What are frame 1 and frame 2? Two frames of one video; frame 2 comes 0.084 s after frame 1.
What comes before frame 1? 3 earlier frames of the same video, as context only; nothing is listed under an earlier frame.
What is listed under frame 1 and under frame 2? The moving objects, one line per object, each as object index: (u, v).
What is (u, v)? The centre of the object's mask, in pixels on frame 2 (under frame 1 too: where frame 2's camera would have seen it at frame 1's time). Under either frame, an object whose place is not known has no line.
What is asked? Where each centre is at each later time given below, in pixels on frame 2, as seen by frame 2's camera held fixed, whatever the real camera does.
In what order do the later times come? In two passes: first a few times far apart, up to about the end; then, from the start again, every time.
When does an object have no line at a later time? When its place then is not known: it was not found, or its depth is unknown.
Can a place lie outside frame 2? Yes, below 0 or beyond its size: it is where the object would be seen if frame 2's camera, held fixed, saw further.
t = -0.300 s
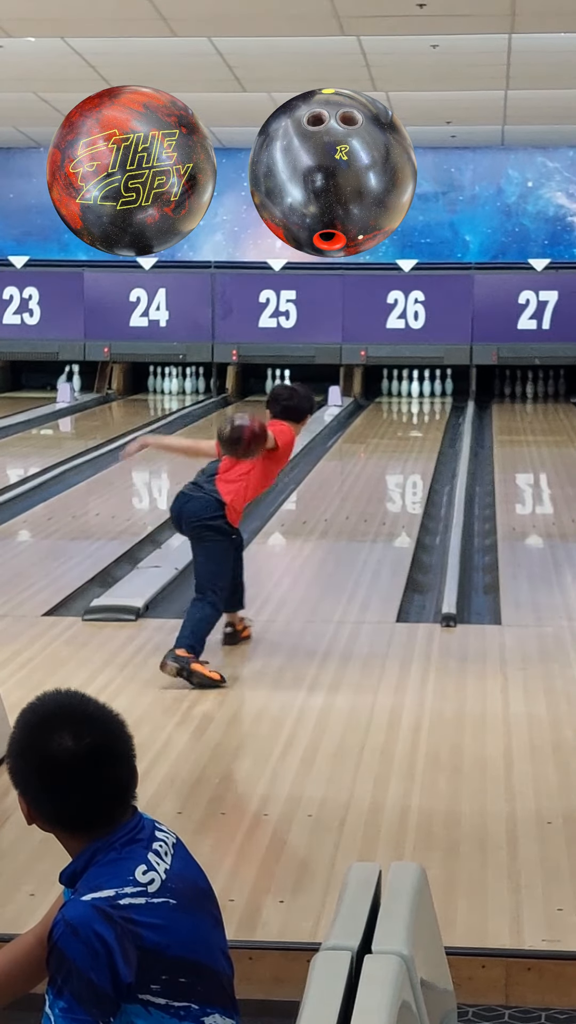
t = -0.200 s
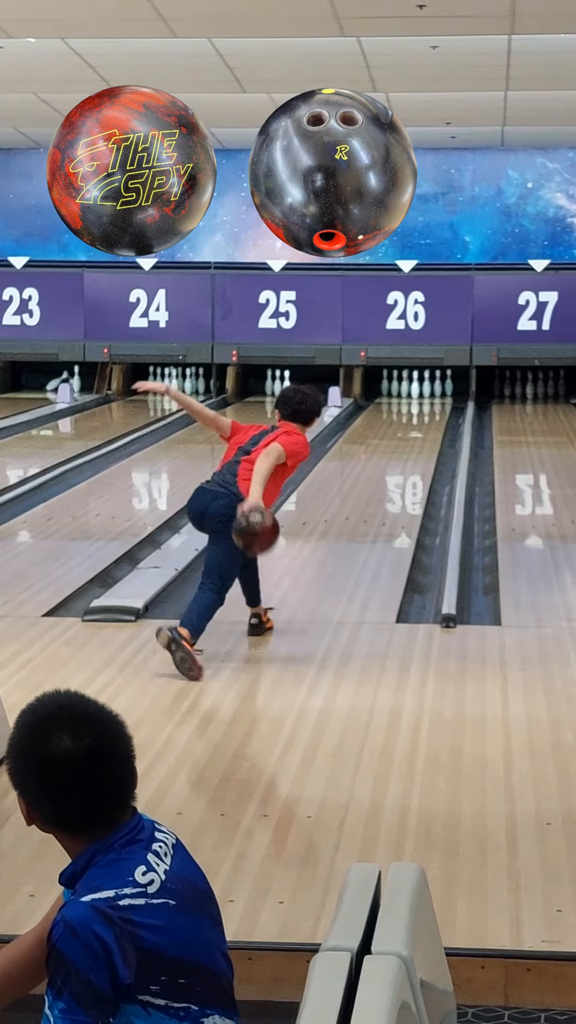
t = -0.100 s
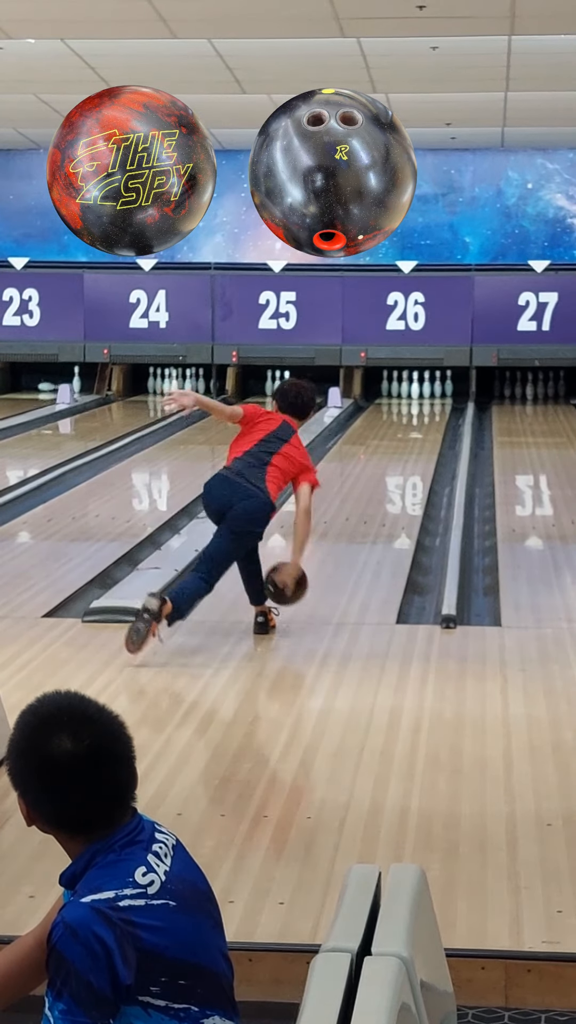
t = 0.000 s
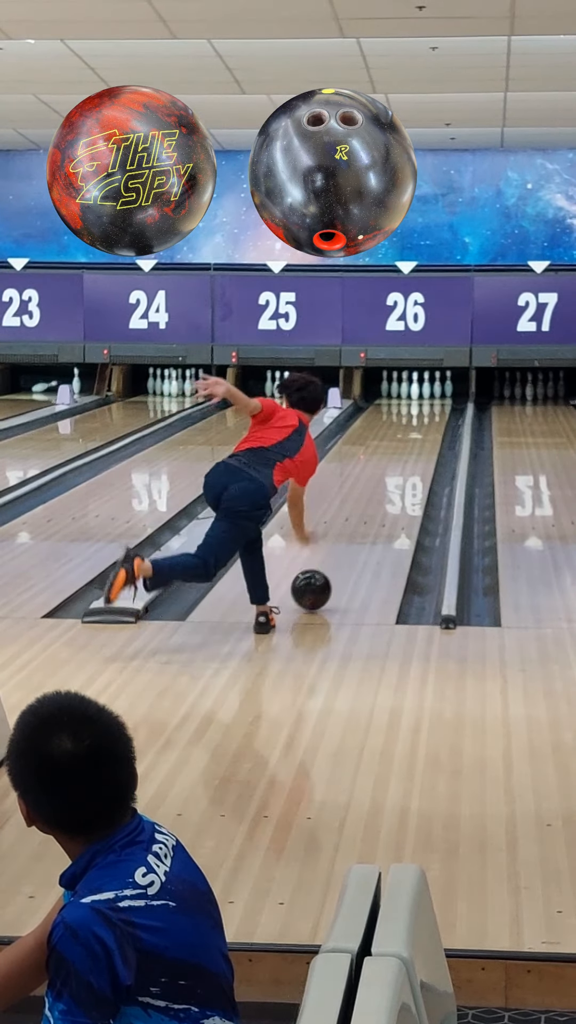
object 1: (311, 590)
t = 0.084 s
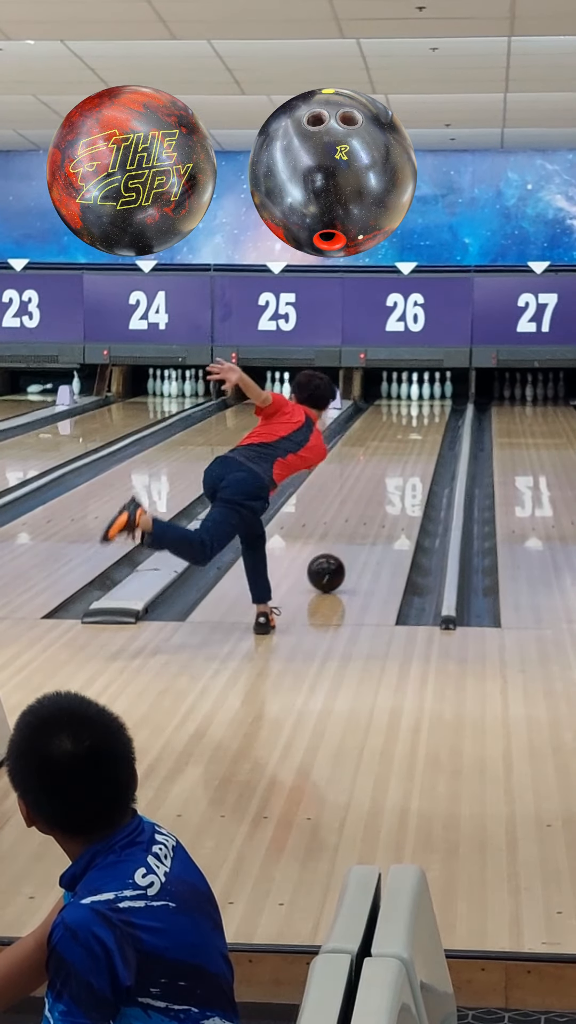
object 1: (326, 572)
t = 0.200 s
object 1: (344, 550)
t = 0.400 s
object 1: (369, 518)
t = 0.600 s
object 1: (388, 492)
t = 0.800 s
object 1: (402, 472)
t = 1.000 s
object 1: (413, 454)
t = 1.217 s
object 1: (422, 439)
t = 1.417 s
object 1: (427, 428)
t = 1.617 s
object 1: (429, 418)
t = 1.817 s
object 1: (428, 409)
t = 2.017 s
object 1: (426, 402)
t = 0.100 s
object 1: (329, 569)
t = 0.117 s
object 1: (332, 566)
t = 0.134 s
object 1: (334, 562)
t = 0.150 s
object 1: (337, 559)
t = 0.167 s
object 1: (340, 556)
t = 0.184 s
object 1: (342, 553)
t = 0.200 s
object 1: (344, 550)
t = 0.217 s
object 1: (347, 547)
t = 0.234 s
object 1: (349, 544)
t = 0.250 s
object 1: (351, 541)
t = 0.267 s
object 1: (354, 539)
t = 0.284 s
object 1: (356, 536)
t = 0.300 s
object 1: (358, 533)
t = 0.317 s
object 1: (360, 530)
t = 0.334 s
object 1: (362, 528)
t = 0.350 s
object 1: (364, 525)
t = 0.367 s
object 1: (366, 523)
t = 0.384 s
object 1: (367, 520)
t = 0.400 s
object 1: (369, 518)
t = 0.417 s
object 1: (371, 515)
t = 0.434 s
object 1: (373, 513)
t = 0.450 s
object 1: (374, 511)
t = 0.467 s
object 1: (376, 509)
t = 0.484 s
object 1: (378, 507)
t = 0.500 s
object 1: (379, 505)
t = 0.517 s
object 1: (381, 503)
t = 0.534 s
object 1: (382, 500)
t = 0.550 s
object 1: (384, 498)
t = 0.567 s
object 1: (385, 496)
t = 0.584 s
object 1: (387, 494)
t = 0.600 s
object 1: (388, 492)
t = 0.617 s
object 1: (389, 490)
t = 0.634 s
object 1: (390, 489)
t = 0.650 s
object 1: (392, 487)
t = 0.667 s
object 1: (393, 485)
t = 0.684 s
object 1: (394, 483)
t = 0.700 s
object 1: (396, 481)
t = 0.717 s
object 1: (397, 480)
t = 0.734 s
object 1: (398, 478)
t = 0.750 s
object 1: (399, 476)
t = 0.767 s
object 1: (400, 475)
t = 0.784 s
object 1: (401, 473)
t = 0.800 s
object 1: (402, 472)
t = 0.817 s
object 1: (404, 470)
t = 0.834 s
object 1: (404, 469)
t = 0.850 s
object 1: (405, 467)
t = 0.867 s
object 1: (406, 466)
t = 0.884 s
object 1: (407, 464)
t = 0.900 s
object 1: (408, 463)
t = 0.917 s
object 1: (409, 461)
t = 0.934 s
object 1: (410, 460)
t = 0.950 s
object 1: (411, 458)
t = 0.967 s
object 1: (412, 457)
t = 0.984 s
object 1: (413, 456)
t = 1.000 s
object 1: (413, 454)
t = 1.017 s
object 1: (414, 453)
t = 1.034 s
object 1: (415, 451)
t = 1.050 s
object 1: (416, 450)
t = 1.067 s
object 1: (416, 449)
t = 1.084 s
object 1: (417, 448)
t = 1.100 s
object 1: (418, 447)
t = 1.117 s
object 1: (419, 446)
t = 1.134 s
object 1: (419, 445)
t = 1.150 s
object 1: (420, 444)
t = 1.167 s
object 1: (420, 442)
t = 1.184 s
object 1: (421, 441)
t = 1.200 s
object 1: (421, 441)
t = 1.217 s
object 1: (422, 439)
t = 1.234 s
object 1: (422, 439)
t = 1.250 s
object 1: (423, 437)
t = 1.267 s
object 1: (423, 436)
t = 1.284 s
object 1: (424, 435)
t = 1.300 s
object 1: (425, 435)
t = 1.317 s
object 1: (425, 433)
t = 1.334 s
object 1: (425, 433)
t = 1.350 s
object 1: (426, 432)
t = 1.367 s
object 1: (426, 431)
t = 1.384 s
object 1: (426, 430)
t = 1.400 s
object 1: (427, 429)
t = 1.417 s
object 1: (427, 428)
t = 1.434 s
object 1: (427, 427)
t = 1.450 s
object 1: (427, 426)
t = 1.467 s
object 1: (428, 425)
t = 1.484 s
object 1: (428, 424)
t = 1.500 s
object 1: (428, 424)
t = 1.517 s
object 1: (429, 422)
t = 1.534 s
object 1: (428, 421)
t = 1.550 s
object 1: (429, 421)
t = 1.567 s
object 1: (429, 420)
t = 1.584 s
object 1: (428, 419)
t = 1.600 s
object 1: (429, 418)
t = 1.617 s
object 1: (429, 418)
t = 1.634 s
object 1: (429, 417)
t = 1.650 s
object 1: (429, 416)
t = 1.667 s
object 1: (429, 415)
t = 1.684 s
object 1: (429, 414)
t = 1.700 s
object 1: (429, 414)
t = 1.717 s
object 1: (429, 413)
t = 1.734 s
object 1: (429, 412)
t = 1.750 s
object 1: (429, 412)
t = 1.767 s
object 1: (429, 411)
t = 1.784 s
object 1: (428, 410)
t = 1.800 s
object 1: (428, 409)
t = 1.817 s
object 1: (428, 409)
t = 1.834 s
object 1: (428, 409)
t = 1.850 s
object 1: (429, 408)
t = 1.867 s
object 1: (428, 408)
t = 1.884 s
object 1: (428, 407)
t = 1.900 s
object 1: (428, 406)
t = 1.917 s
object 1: (427, 406)
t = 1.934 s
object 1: (427, 405)
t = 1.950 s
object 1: (428, 405)
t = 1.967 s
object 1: (427, 405)
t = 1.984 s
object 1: (427, 404)
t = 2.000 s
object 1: (427, 403)
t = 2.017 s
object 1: (426, 402)
